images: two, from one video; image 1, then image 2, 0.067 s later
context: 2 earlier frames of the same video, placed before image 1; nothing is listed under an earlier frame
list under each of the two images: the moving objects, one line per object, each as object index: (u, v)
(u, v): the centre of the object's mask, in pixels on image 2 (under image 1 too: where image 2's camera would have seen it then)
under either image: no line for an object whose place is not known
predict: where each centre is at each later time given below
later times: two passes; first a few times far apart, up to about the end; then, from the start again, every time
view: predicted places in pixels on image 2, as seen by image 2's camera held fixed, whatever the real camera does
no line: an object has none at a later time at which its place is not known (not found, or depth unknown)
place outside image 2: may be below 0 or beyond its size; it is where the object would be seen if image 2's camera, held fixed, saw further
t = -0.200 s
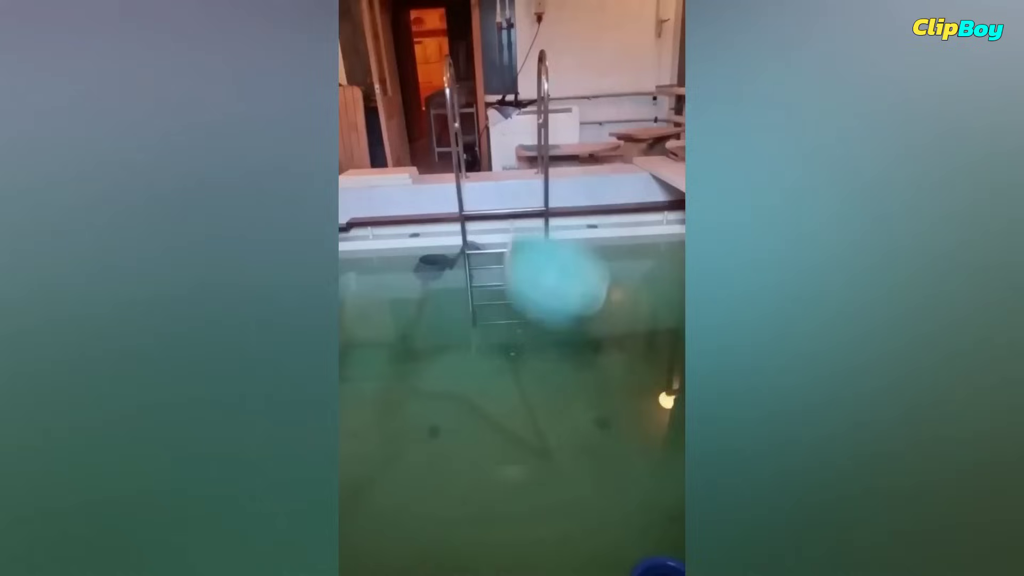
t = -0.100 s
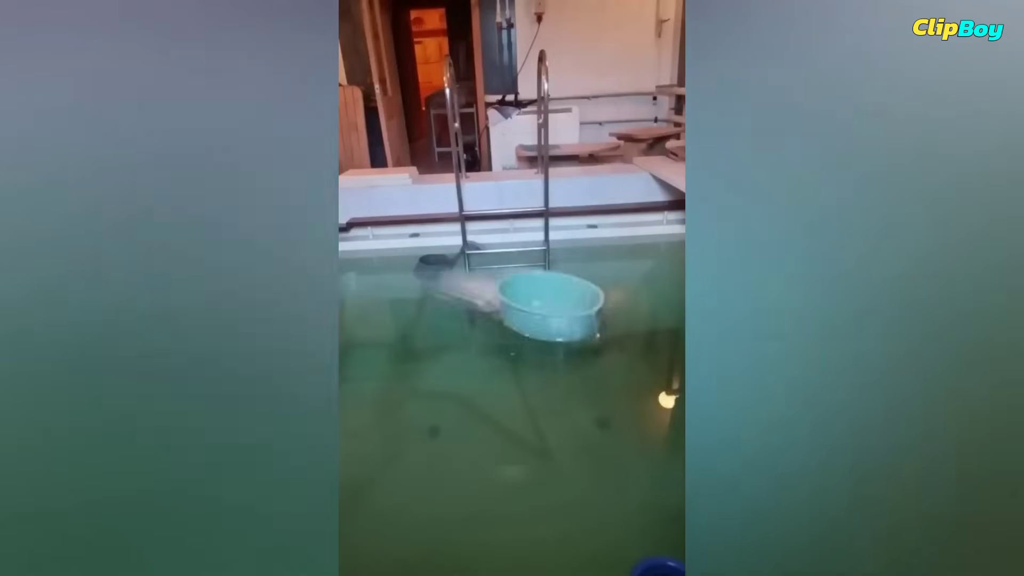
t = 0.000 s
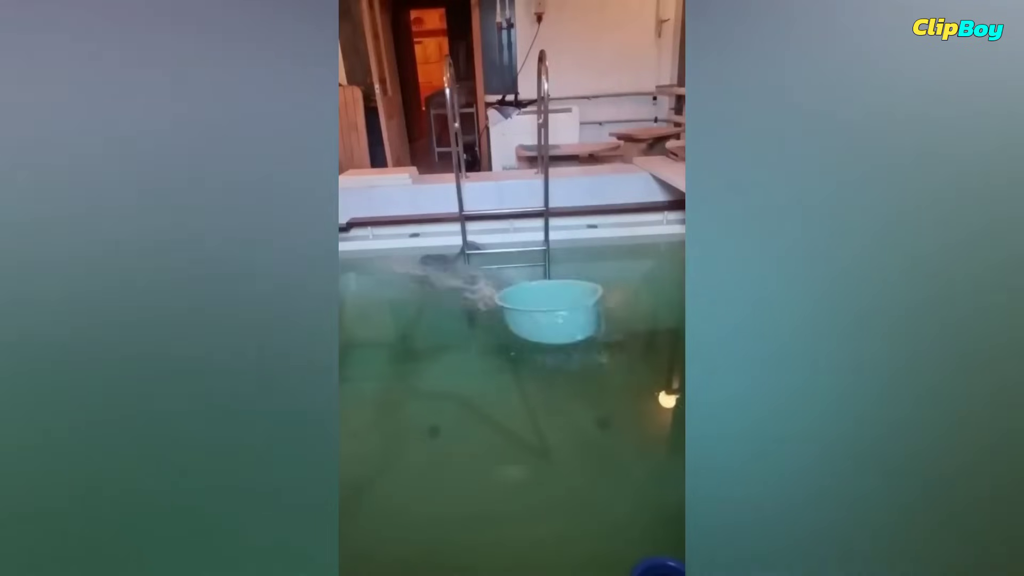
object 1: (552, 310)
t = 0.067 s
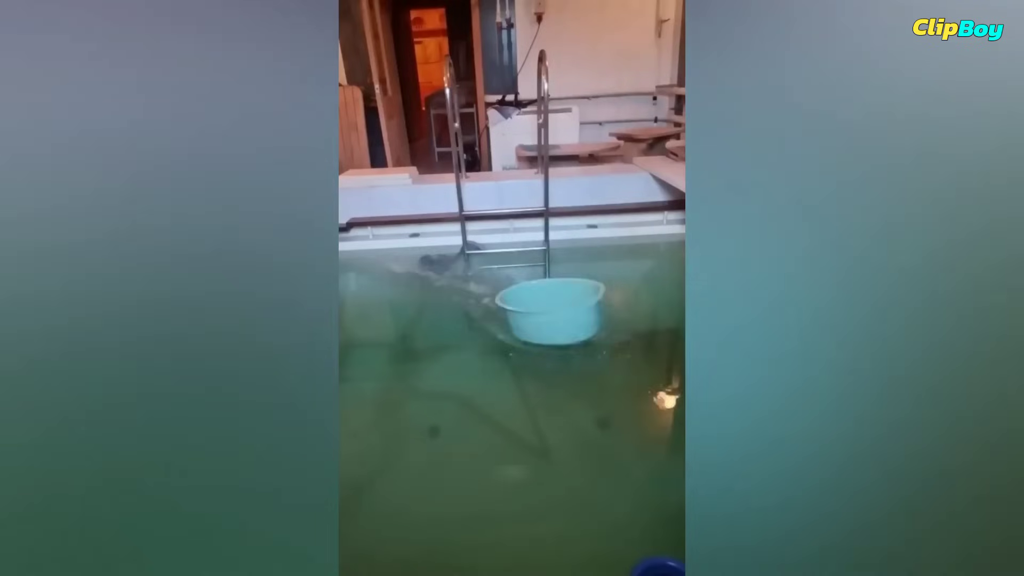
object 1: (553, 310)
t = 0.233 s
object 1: (558, 315)
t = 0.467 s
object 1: (562, 327)
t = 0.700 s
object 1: (566, 337)
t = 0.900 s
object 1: (569, 345)
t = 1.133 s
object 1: (571, 352)
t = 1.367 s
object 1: (574, 360)
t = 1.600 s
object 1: (577, 368)
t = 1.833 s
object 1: (580, 375)
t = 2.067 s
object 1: (583, 383)
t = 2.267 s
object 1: (585, 390)
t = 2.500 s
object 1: (588, 397)
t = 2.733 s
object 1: (591, 404)
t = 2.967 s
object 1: (593, 411)
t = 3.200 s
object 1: (596, 419)
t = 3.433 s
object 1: (598, 425)
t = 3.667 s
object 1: (601, 432)
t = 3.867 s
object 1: (603, 438)
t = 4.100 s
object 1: (605, 445)
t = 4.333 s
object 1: (606, 451)
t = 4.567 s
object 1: (608, 458)
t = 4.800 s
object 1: (608, 463)
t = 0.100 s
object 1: (554, 310)
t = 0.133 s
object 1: (555, 310)
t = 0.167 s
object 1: (556, 312)
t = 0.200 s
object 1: (557, 313)
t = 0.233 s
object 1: (558, 315)
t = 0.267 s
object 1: (558, 317)
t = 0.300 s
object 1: (559, 318)
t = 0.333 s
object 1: (559, 319)
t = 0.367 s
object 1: (559, 322)
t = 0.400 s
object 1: (560, 324)
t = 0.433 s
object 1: (561, 325)
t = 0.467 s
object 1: (562, 327)
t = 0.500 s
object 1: (562, 328)
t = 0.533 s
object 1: (563, 329)
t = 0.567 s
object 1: (564, 331)
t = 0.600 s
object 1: (565, 333)
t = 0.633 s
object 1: (565, 334)
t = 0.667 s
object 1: (566, 336)
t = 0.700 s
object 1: (566, 337)
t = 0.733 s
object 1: (567, 339)
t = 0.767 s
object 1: (567, 340)
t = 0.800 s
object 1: (567, 341)
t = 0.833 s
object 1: (568, 343)
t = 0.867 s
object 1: (568, 344)
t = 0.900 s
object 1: (569, 345)
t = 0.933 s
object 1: (569, 346)
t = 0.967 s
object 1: (569, 347)
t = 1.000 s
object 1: (570, 348)
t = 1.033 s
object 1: (570, 349)
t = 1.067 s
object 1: (571, 350)
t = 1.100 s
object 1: (571, 351)
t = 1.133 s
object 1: (571, 352)
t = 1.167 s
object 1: (572, 353)
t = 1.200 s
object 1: (572, 354)
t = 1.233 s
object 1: (573, 355)
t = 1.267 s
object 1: (573, 356)
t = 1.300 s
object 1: (574, 357)
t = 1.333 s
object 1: (574, 359)
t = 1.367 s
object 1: (574, 360)
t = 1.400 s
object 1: (575, 361)
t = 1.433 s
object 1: (575, 362)
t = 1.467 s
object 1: (576, 364)
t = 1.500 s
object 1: (576, 365)
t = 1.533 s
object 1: (577, 366)
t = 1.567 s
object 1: (577, 367)
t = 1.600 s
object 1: (577, 368)
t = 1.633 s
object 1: (578, 369)
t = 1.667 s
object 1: (578, 370)
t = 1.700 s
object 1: (579, 371)
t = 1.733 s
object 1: (579, 372)
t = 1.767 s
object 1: (580, 373)
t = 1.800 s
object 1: (580, 374)
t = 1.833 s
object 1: (580, 375)
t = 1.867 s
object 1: (581, 376)
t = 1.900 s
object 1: (581, 377)
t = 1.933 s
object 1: (581, 378)
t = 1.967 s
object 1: (582, 379)
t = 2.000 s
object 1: (582, 380)
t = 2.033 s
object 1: (582, 382)
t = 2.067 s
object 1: (583, 383)
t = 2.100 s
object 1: (583, 384)
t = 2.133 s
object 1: (584, 385)
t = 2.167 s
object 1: (584, 386)
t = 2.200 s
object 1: (584, 387)
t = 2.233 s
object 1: (585, 389)
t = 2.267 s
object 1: (585, 390)
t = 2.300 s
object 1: (585, 391)
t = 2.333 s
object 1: (586, 392)
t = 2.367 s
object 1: (586, 393)
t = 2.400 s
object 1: (587, 394)
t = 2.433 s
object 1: (587, 395)
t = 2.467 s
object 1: (587, 396)
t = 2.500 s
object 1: (588, 397)
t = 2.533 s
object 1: (588, 398)
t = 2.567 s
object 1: (589, 399)
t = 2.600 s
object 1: (589, 400)
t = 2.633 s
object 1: (590, 401)
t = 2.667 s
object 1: (590, 402)
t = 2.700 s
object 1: (590, 403)
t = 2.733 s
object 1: (591, 404)
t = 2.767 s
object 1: (591, 405)
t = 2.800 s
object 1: (591, 406)
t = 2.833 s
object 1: (592, 407)
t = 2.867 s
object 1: (592, 408)
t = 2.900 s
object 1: (592, 409)
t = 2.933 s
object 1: (593, 410)
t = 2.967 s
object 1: (593, 411)
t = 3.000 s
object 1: (593, 412)
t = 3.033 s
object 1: (594, 413)
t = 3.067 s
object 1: (594, 414)
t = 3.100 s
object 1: (594, 416)
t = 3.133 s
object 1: (595, 417)
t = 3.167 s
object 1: (595, 418)
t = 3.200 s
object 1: (596, 419)
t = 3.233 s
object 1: (596, 420)
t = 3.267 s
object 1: (596, 421)
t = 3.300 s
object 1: (597, 421)
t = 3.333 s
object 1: (597, 422)
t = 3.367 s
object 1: (598, 423)
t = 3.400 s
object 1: (598, 424)
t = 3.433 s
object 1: (598, 425)
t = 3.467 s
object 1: (599, 426)
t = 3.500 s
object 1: (599, 427)
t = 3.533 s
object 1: (600, 428)
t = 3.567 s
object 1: (600, 429)
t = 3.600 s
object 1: (600, 430)
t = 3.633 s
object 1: (600, 431)
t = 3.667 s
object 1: (601, 432)
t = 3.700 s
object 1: (601, 433)
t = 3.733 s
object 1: (601, 434)
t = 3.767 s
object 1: (602, 435)
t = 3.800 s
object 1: (602, 436)
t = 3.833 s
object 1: (602, 437)
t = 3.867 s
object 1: (603, 438)
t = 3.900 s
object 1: (603, 439)
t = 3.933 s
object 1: (603, 440)
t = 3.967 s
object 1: (603, 441)
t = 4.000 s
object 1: (604, 442)
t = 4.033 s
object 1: (604, 443)
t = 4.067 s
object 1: (604, 444)
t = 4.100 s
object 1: (605, 445)
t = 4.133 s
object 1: (605, 445)
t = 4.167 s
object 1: (605, 446)
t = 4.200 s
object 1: (605, 447)
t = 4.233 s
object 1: (606, 448)
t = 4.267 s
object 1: (606, 449)
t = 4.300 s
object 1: (606, 450)
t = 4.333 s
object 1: (606, 451)
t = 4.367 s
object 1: (607, 452)
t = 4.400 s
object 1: (607, 453)
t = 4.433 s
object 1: (607, 454)
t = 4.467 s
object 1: (607, 455)
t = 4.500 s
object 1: (607, 456)
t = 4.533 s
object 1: (608, 457)
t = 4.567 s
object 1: (608, 458)
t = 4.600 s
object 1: (608, 458)
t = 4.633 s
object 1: (608, 459)
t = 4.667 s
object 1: (608, 460)
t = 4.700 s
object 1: (608, 461)
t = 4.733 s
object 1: (608, 462)
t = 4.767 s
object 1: (608, 463)
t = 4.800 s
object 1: (608, 463)
